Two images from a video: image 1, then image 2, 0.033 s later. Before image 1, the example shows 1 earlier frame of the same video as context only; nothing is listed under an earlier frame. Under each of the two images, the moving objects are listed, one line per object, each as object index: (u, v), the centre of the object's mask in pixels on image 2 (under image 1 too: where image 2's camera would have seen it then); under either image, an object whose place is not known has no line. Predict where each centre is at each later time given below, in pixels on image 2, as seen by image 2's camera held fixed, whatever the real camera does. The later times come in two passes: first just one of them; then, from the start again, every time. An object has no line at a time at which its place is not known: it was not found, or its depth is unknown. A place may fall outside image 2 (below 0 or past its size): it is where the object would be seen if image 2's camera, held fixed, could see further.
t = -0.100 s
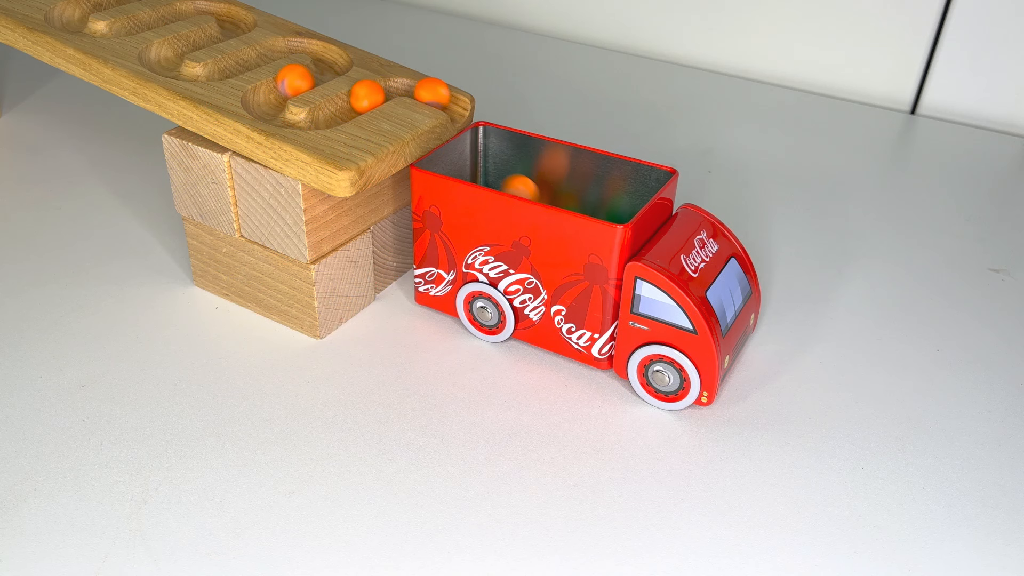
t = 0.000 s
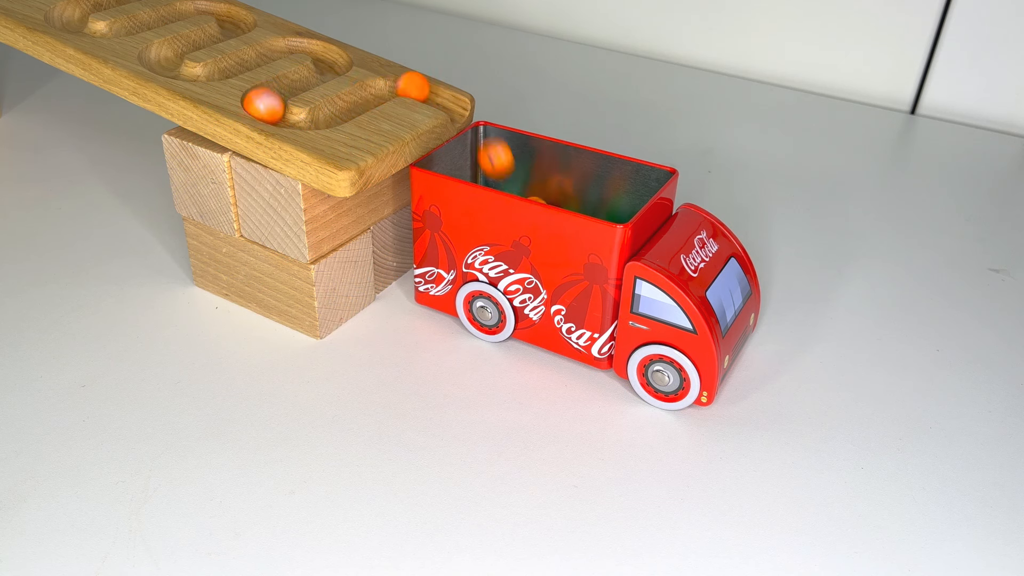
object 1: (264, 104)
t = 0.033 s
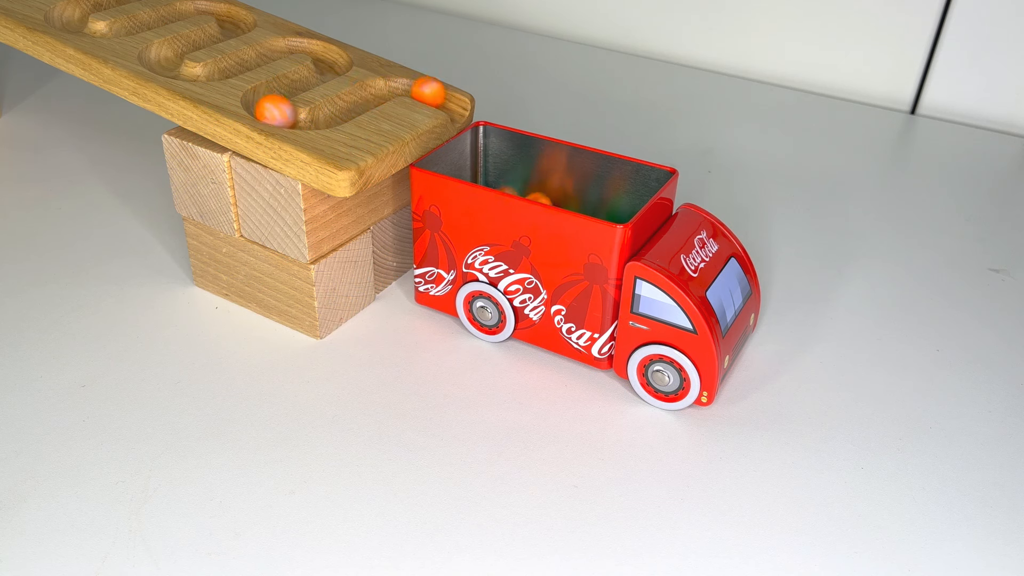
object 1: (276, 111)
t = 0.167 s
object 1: (340, 109)
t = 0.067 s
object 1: (285, 114)
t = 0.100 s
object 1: (307, 116)
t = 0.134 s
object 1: (326, 114)
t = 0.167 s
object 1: (340, 109)
